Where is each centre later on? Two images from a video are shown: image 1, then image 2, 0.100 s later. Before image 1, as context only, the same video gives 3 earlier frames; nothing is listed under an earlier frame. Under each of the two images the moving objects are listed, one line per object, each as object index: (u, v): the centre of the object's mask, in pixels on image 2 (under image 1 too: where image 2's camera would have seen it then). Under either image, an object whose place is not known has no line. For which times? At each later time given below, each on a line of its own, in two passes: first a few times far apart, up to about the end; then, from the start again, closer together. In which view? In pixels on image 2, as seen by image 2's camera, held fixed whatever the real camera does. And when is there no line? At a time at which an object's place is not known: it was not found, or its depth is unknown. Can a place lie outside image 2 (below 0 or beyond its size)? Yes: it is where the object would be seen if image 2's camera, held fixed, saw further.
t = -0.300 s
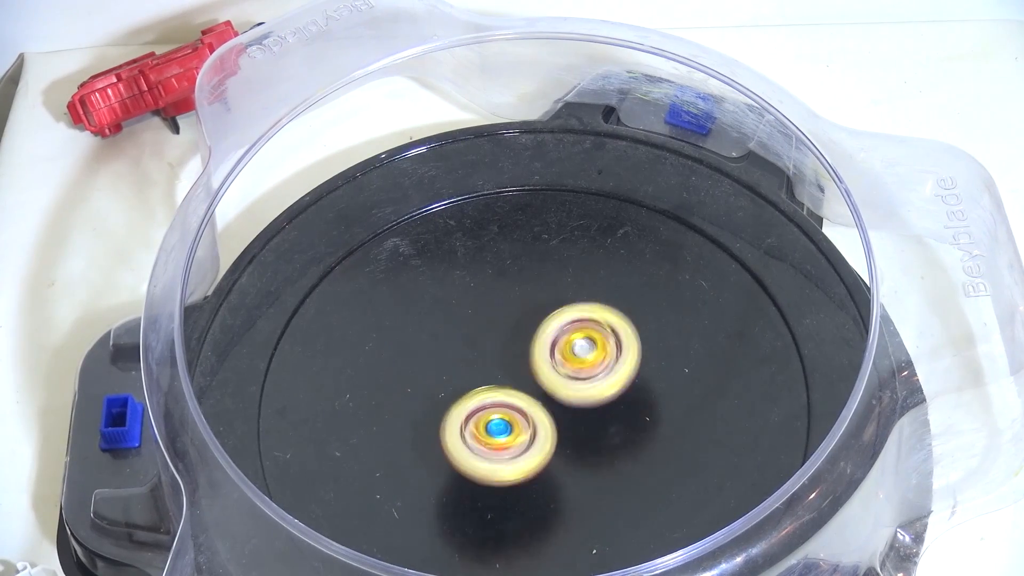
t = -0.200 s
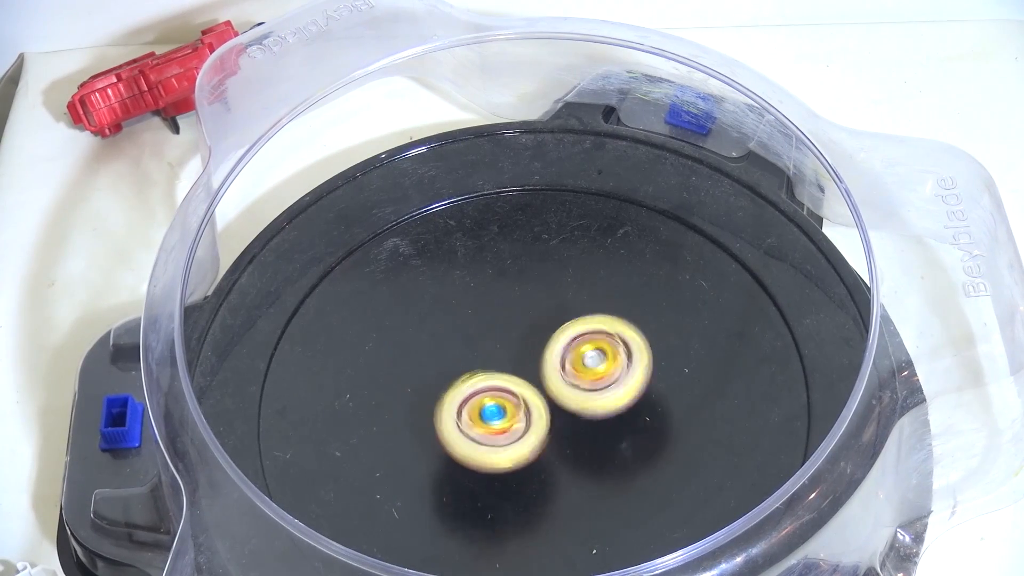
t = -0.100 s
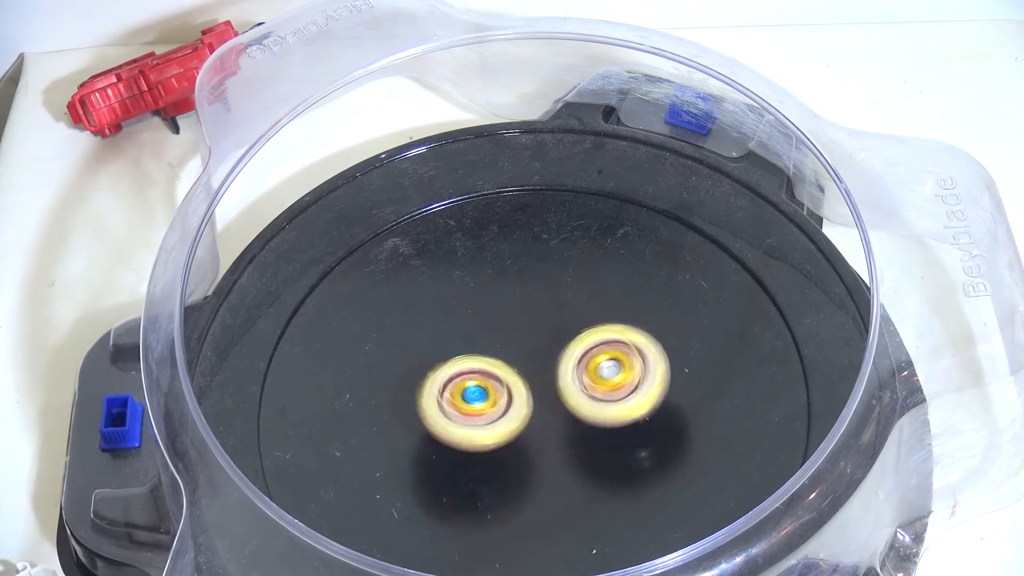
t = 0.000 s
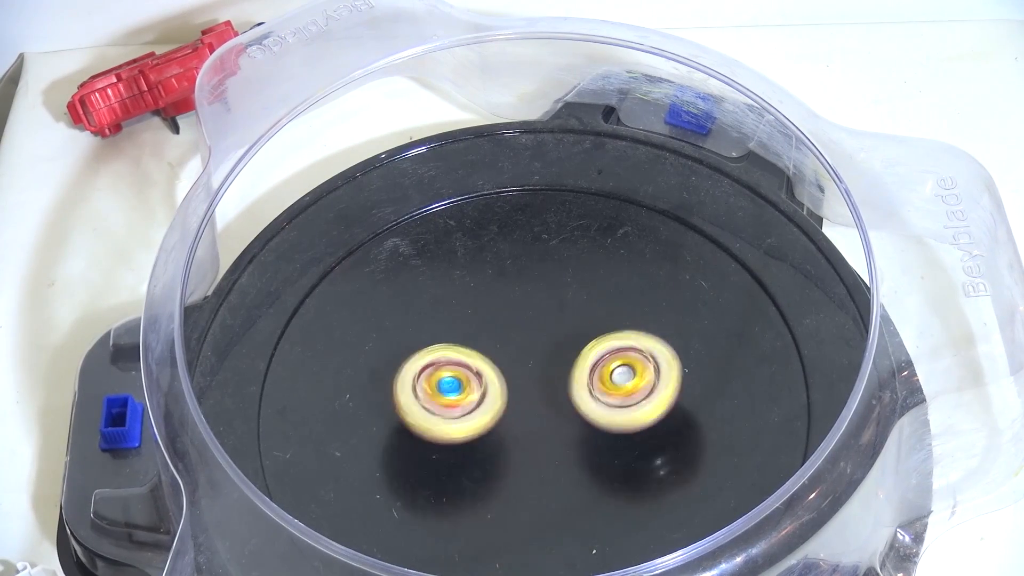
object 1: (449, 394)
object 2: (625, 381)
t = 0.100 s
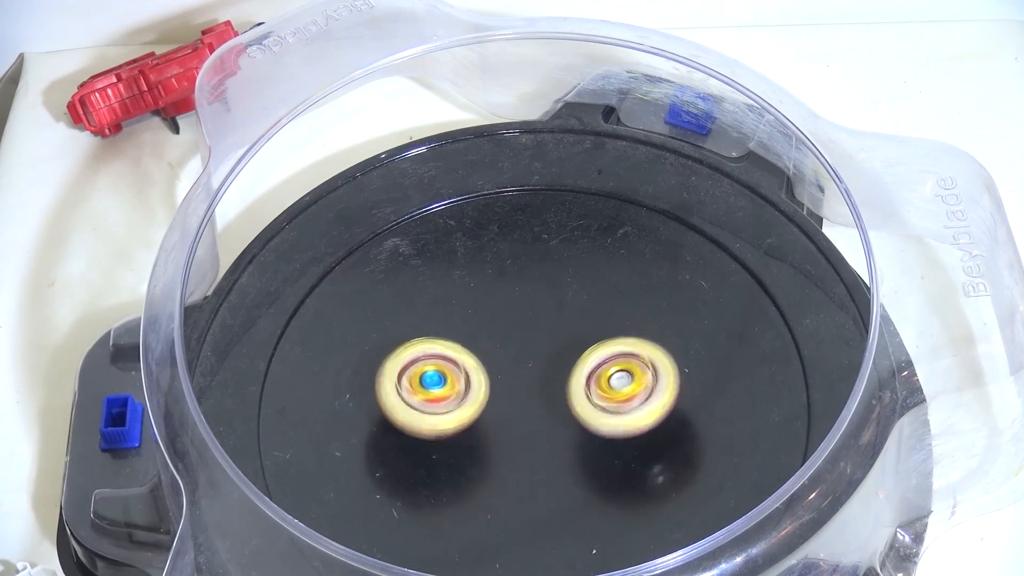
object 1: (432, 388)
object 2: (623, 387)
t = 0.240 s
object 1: (440, 385)
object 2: (597, 404)
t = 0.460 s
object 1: (476, 368)
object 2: (566, 444)
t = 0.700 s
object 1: (519, 349)
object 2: (547, 454)
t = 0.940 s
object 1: (567, 328)
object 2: (489, 444)
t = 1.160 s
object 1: (590, 311)
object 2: (465, 445)
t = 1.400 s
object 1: (570, 360)
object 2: (458, 418)
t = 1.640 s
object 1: (602, 407)
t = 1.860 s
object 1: (596, 432)
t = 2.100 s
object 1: (609, 453)
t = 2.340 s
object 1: (546, 454)
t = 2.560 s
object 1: (486, 475)
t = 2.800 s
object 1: (451, 437)
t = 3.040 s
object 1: (425, 382)
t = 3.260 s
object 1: (455, 344)
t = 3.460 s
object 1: (520, 335)
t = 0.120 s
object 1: (433, 388)
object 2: (622, 389)
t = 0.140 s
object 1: (431, 387)
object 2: (618, 390)
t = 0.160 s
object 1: (434, 387)
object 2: (615, 394)
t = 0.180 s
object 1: (433, 387)
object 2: (611, 395)
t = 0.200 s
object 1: (436, 386)
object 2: (606, 399)
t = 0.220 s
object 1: (437, 387)
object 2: (603, 401)
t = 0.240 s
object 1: (440, 385)
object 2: (597, 404)
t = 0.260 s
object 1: (442, 387)
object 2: (593, 408)
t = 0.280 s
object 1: (445, 385)
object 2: (586, 411)
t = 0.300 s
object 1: (450, 388)
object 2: (581, 414)
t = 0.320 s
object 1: (453, 386)
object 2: (575, 416)
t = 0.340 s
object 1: (459, 387)
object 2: (570, 420)
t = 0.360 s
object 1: (462, 384)
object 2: (569, 424)
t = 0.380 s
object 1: (464, 382)
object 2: (568, 430)
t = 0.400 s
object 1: (465, 378)
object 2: (570, 434)
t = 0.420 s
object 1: (470, 374)
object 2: (567, 438)
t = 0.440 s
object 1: (471, 372)
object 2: (568, 442)
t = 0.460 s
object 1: (476, 368)
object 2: (566, 444)
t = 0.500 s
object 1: (479, 363)
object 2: (564, 449)
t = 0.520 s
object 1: (483, 364)
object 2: (563, 452)
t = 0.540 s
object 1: (484, 360)
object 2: (562, 452)
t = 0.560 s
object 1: (490, 360)
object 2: (560, 454)
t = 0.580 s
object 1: (492, 357)
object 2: (559, 454)
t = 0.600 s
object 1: (499, 356)
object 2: (557, 455)
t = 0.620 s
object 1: (501, 355)
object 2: (556, 455)
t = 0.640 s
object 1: (508, 352)
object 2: (553, 455)
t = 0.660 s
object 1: (510, 352)
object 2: (552, 455)
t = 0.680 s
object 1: (516, 348)
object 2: (548, 454)
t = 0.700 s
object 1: (519, 349)
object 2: (547, 454)
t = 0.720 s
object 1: (522, 345)
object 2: (543, 452)
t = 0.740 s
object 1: (528, 346)
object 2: (541, 451)
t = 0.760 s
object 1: (530, 344)
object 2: (536, 449)
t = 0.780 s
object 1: (537, 344)
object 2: (533, 448)
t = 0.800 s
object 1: (538, 343)
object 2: (529, 445)
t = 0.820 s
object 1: (544, 342)
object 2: (525, 444)
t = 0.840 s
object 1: (545, 343)
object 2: (522, 440)
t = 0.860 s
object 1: (549, 342)
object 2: (517, 438)
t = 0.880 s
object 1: (553, 340)
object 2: (511, 437)
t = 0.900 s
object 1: (558, 335)
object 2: (502, 440)
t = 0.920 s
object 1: (564, 331)
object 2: (496, 442)
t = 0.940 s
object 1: (567, 328)
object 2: (489, 444)
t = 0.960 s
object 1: (572, 324)
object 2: (485, 445)
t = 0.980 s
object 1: (576, 321)
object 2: (480, 446)
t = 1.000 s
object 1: (580, 317)
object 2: (478, 447)
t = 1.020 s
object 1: (583, 315)
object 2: (474, 448)
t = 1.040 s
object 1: (585, 311)
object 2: (473, 448)
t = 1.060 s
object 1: (588, 310)
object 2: (470, 449)
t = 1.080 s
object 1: (589, 309)
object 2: (469, 449)
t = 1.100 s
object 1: (590, 309)
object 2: (467, 448)
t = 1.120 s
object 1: (590, 308)
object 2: (466, 447)
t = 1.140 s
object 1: (591, 308)
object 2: (464, 446)
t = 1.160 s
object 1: (590, 311)
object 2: (465, 445)
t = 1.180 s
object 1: (588, 310)
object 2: (464, 443)
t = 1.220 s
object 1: (584, 315)
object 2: (464, 440)
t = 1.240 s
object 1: (583, 318)
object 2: (465, 438)
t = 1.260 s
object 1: (578, 323)
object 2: (464, 435)
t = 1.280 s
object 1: (576, 327)
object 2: (465, 432)
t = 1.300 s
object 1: (574, 334)
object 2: (466, 428)
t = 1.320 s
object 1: (571, 339)
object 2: (467, 426)
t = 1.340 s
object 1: (569, 345)
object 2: (468, 422)
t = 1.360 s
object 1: (565, 351)
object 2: (470, 419)
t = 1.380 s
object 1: (565, 357)
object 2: (467, 416)
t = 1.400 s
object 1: (570, 360)
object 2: (458, 418)
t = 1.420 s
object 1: (575, 363)
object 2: (450, 416)
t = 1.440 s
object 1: (580, 369)
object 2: (445, 417)
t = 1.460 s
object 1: (582, 372)
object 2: (441, 415)
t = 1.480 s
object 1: (587, 375)
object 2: (441, 414)
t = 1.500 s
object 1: (588, 380)
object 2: (439, 413)
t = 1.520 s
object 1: (591, 382)
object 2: (441, 412)
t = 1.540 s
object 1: (593, 388)
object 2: (440, 412)
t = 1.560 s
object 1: (595, 391)
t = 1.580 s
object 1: (599, 395)
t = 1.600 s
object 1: (599, 399)
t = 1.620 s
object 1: (601, 402)
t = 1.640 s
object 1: (602, 407)
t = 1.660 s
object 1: (603, 409)
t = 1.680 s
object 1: (605, 413)
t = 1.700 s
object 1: (602, 416)
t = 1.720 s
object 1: (604, 418)
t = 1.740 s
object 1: (602, 422)
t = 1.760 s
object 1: (601, 421)
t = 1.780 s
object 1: (602, 424)
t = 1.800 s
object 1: (597, 425)
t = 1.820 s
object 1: (596, 425)
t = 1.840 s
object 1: (594, 429)
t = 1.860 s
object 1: (596, 432)
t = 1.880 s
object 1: (602, 437)
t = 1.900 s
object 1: (604, 441)
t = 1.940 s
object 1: (609, 447)
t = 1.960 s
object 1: (610, 448)
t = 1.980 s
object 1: (614, 451)
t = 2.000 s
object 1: (613, 453)
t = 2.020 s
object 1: (615, 453)
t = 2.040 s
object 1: (614, 454)
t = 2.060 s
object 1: (612, 452)
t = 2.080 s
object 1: (613, 452)
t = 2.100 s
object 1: (609, 453)
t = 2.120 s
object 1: (609, 449)
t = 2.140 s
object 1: (607, 448)
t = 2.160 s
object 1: (599, 446)
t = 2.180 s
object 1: (596, 443)
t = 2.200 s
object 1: (591, 443)
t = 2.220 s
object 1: (585, 438)
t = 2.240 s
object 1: (579, 435)
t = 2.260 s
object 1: (571, 434)
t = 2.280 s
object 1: (564, 438)
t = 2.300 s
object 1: (559, 445)
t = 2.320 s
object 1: (552, 450)
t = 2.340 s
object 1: (546, 454)
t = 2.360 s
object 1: (542, 458)
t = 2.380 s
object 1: (538, 461)
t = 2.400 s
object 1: (532, 464)
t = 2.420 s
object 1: (525, 468)
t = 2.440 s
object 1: (521, 470)
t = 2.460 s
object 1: (515, 471)
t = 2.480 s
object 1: (508, 473)
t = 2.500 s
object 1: (504, 475)
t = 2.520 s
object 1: (499, 475)
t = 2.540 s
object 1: (492, 475)
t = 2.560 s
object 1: (486, 475)
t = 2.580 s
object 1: (483, 475)
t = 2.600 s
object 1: (477, 473)
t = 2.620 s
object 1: (472, 471)
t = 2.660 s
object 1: (465, 466)
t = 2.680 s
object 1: (462, 463)
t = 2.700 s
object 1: (460, 462)
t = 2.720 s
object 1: (458, 456)
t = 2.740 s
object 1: (455, 452)
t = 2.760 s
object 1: (454, 449)
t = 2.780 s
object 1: (454, 443)
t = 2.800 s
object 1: (451, 437)
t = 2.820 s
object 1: (451, 433)
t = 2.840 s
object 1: (453, 427)
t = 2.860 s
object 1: (450, 420)
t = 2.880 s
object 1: (442, 417)
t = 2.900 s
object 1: (440, 412)
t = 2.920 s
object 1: (436, 408)
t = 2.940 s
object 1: (432, 405)
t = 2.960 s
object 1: (431, 403)
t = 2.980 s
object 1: (428, 396)
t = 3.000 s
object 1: (426, 392)
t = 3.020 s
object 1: (426, 389)
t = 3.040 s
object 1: (425, 382)
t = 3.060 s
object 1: (424, 378)
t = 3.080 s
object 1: (426, 375)
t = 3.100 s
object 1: (427, 369)
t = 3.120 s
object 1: (428, 365)
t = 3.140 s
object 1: (431, 363)
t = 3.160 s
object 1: (434, 358)
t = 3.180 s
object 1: (436, 354)
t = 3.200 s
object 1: (441, 352)
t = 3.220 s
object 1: (445, 348)
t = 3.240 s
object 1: (449, 346)
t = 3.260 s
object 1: (455, 344)
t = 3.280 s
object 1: (460, 341)
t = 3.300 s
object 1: (466, 340)
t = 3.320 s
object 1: (473, 339)
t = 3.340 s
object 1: (479, 337)
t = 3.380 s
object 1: (492, 337)
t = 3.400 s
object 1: (498, 336)
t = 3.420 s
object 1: (505, 337)
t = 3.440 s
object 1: (513, 337)
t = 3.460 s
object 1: (520, 335)
